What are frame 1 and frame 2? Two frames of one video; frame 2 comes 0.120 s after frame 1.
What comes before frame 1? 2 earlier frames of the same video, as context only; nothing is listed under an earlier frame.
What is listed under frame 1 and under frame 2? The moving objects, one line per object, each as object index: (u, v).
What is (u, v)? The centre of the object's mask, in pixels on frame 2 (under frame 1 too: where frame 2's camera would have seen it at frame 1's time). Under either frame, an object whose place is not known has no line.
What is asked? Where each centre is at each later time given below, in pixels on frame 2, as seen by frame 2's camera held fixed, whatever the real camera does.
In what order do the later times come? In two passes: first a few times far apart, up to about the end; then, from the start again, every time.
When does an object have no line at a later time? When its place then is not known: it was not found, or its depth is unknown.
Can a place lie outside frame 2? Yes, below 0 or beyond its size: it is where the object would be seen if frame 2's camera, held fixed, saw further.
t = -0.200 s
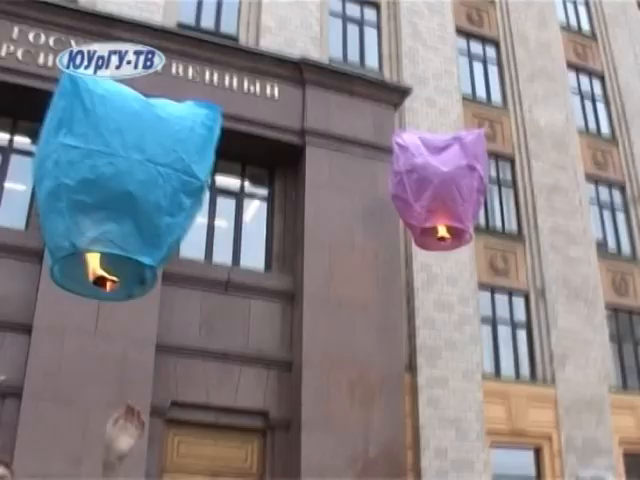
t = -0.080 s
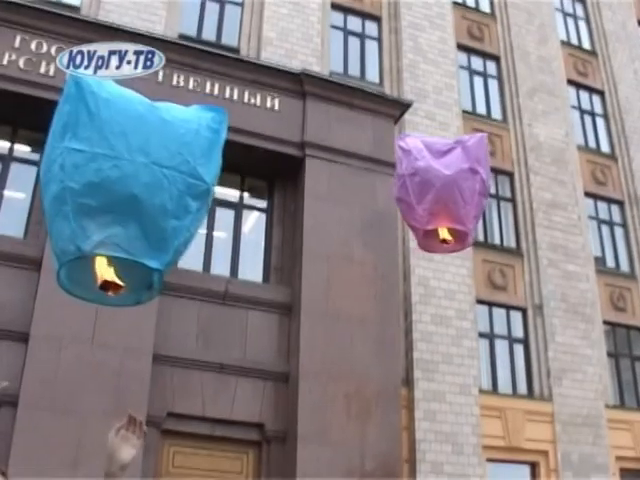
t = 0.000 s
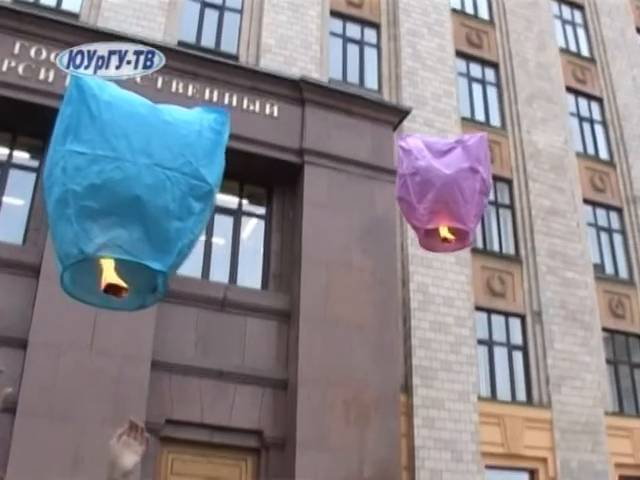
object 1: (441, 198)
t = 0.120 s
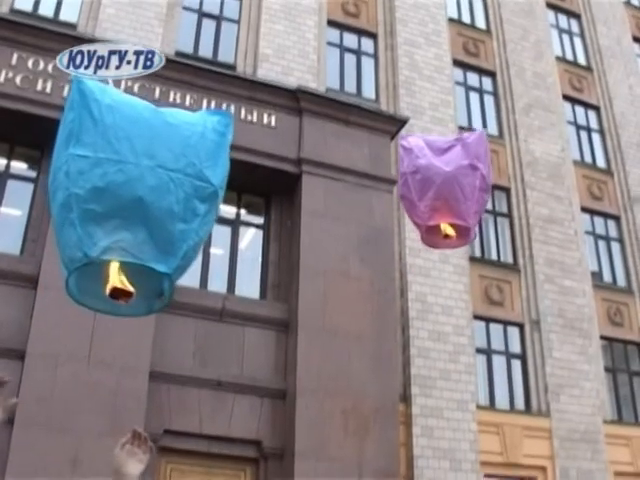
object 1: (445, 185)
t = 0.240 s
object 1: (447, 173)
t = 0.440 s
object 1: (452, 159)
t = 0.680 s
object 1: (457, 143)
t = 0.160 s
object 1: (445, 181)
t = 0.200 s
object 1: (446, 178)
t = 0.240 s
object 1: (447, 173)
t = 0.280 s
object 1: (448, 170)
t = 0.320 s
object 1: (449, 168)
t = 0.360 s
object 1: (450, 166)
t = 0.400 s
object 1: (451, 162)
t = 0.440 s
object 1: (452, 159)
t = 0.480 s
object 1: (453, 158)
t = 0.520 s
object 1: (454, 155)
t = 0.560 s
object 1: (454, 151)
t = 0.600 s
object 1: (455, 150)
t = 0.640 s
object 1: (456, 147)
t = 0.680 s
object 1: (457, 143)
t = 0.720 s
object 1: (458, 142)
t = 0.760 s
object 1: (459, 139)
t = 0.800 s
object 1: (460, 137)
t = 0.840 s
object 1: (460, 133)
